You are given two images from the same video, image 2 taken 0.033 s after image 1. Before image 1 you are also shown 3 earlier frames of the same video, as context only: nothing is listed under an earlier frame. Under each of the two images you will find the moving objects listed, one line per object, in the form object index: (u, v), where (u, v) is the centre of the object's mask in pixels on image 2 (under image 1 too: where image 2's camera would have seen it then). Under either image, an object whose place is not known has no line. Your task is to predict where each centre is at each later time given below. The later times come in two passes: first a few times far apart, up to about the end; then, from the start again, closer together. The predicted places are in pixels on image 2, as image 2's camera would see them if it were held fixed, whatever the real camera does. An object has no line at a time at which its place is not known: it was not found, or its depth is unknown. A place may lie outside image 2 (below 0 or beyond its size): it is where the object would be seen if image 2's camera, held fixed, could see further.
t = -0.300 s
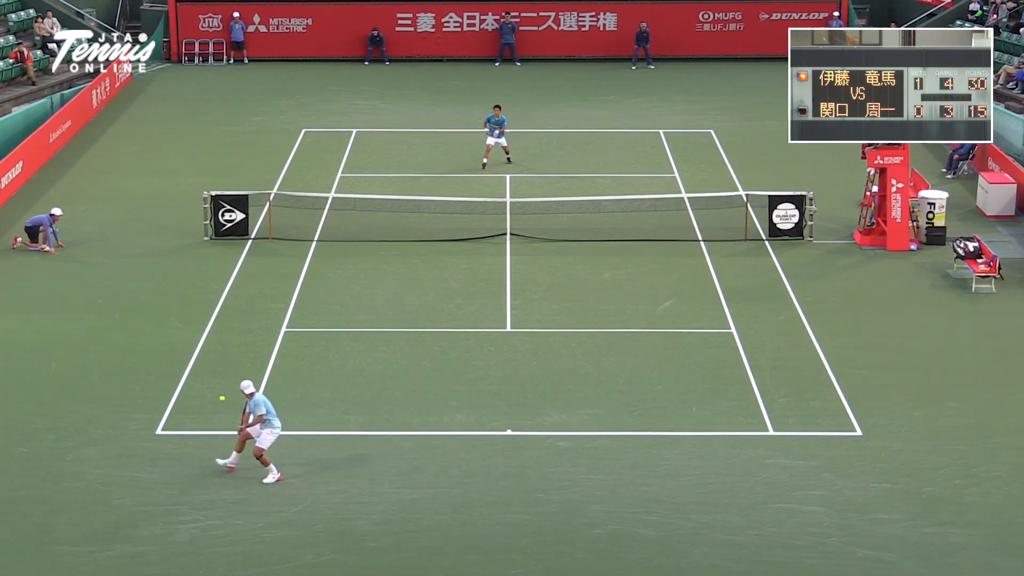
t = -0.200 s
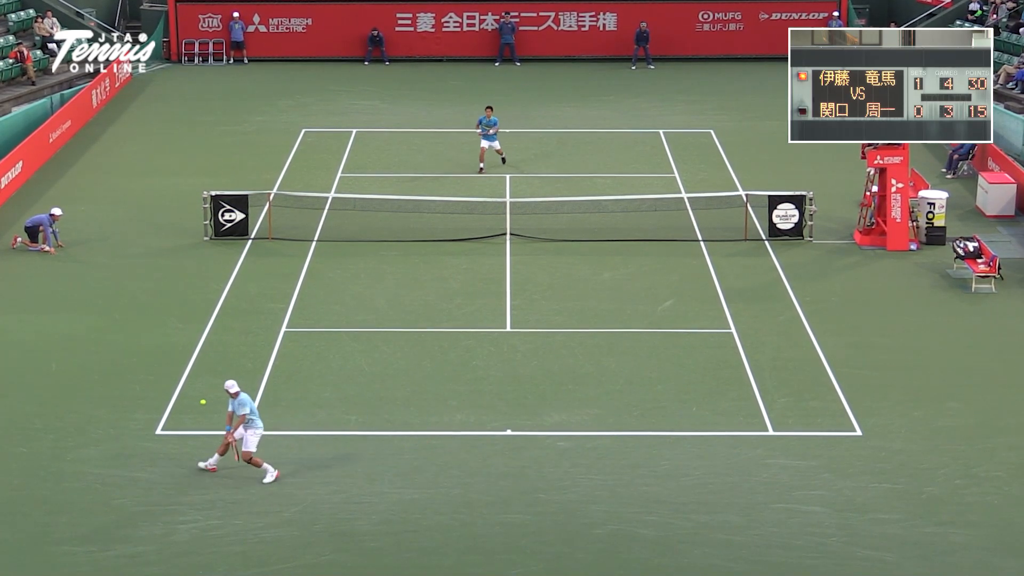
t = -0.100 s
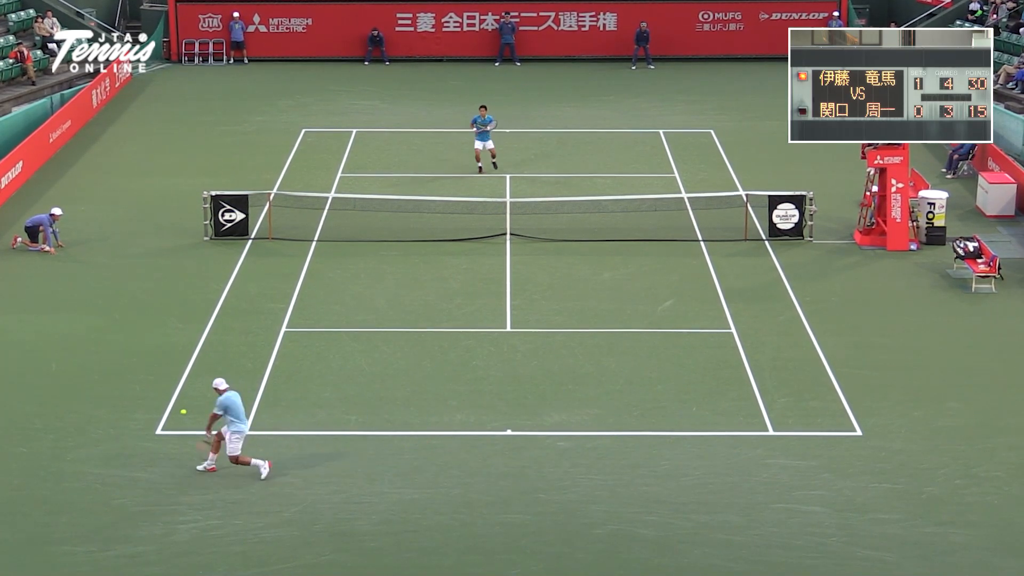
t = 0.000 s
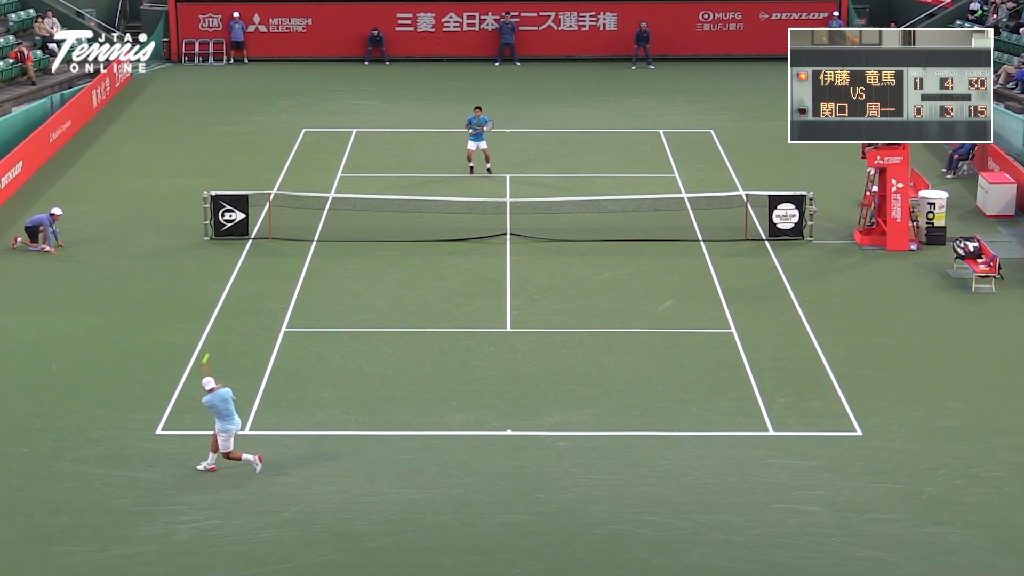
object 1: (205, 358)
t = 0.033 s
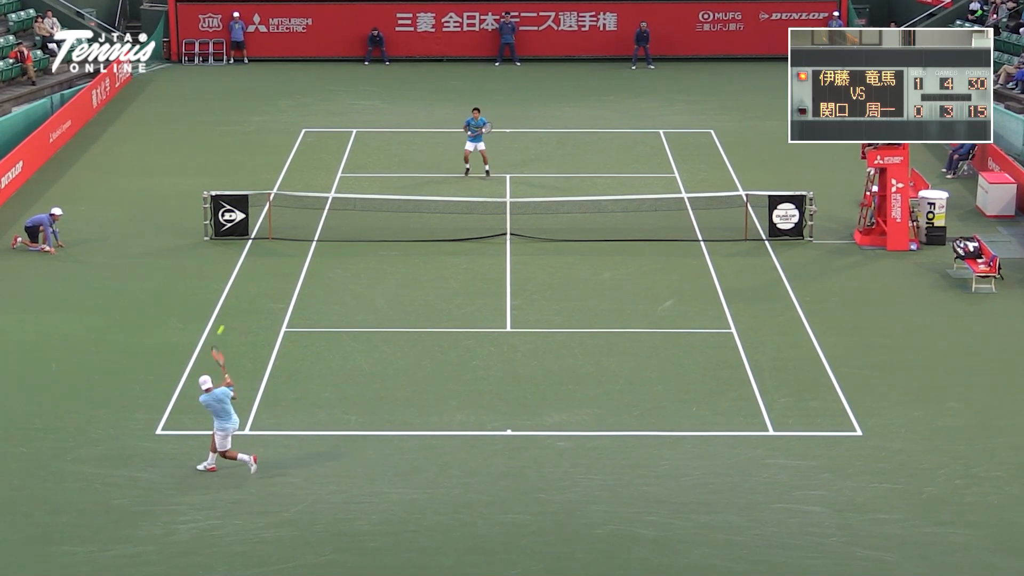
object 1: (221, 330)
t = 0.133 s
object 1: (258, 263)
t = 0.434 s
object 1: (327, 165)
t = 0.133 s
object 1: (258, 263)
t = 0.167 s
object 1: (268, 245)
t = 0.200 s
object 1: (277, 230)
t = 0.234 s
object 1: (286, 217)
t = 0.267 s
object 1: (294, 205)
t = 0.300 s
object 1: (301, 194)
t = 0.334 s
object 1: (309, 185)
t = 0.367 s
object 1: (315, 177)
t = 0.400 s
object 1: (321, 171)
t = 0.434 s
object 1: (327, 165)
